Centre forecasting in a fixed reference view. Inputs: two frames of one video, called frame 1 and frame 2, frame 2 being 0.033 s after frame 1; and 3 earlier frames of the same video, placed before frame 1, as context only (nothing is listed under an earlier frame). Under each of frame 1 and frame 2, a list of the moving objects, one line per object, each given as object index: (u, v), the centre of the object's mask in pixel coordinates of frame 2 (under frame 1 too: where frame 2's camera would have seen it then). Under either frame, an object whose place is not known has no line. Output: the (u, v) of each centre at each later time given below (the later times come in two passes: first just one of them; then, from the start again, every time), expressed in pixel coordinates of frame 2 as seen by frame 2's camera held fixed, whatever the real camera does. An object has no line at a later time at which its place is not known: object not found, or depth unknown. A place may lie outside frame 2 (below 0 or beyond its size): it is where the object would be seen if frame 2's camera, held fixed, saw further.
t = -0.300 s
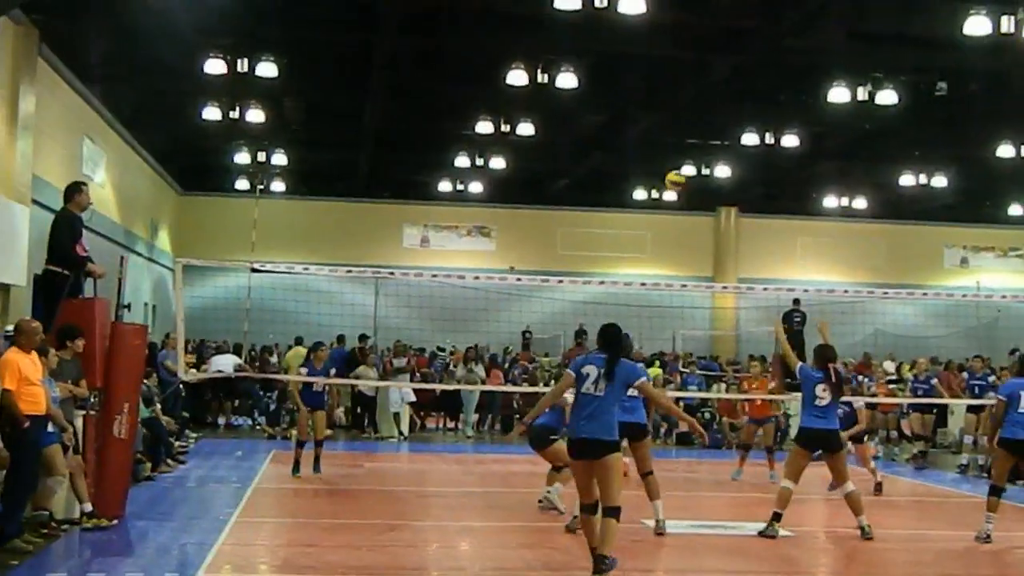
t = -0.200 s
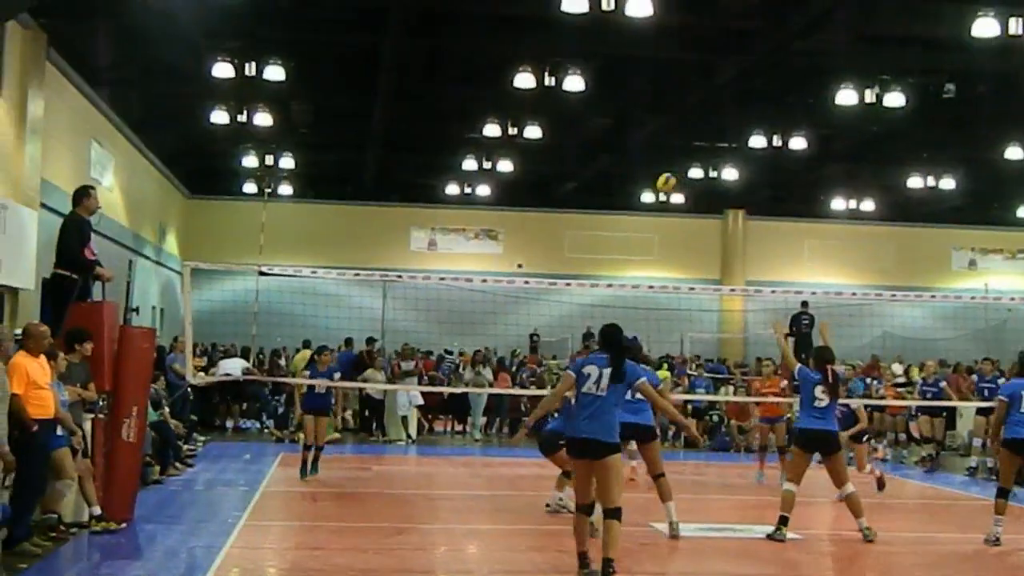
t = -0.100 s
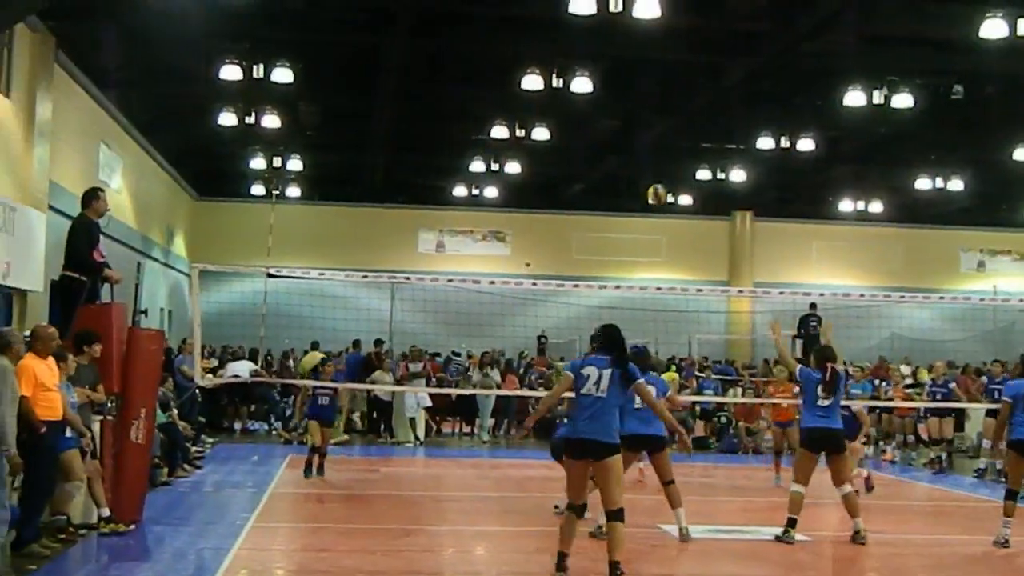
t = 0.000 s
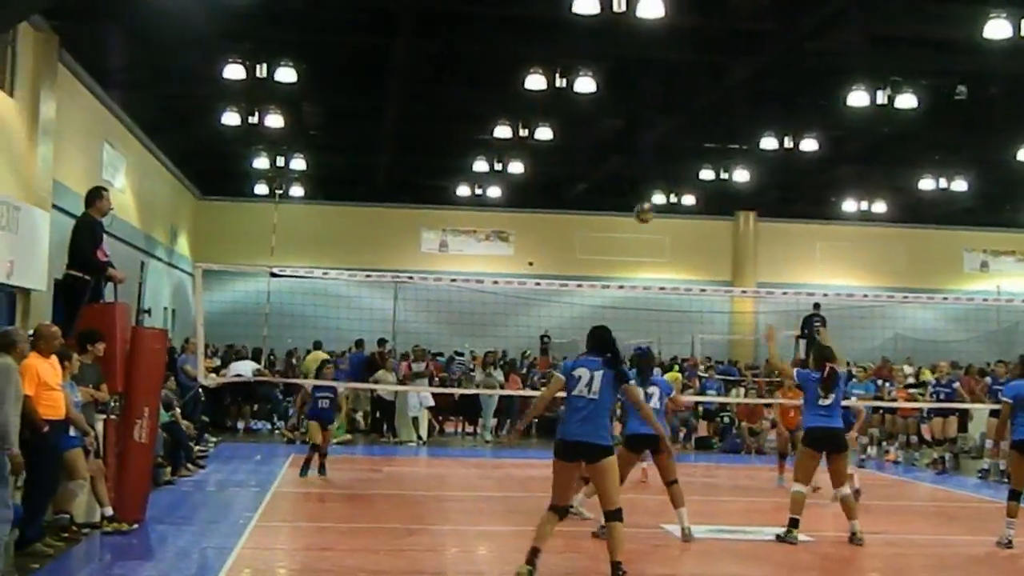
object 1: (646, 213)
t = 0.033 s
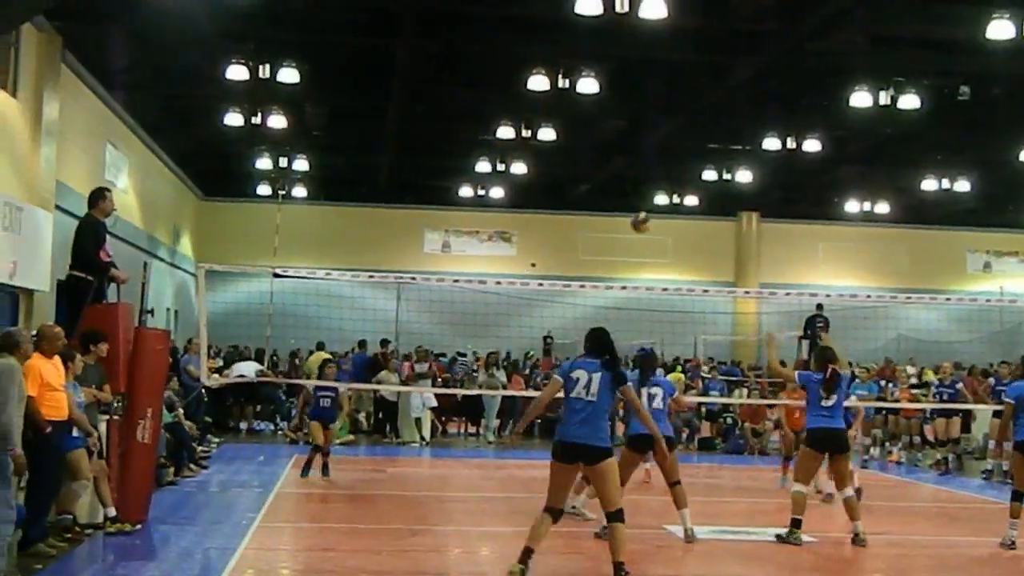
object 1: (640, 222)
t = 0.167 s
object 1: (616, 268)
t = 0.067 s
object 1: (634, 232)
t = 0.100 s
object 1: (628, 243)
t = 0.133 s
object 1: (622, 255)
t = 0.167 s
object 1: (616, 268)
